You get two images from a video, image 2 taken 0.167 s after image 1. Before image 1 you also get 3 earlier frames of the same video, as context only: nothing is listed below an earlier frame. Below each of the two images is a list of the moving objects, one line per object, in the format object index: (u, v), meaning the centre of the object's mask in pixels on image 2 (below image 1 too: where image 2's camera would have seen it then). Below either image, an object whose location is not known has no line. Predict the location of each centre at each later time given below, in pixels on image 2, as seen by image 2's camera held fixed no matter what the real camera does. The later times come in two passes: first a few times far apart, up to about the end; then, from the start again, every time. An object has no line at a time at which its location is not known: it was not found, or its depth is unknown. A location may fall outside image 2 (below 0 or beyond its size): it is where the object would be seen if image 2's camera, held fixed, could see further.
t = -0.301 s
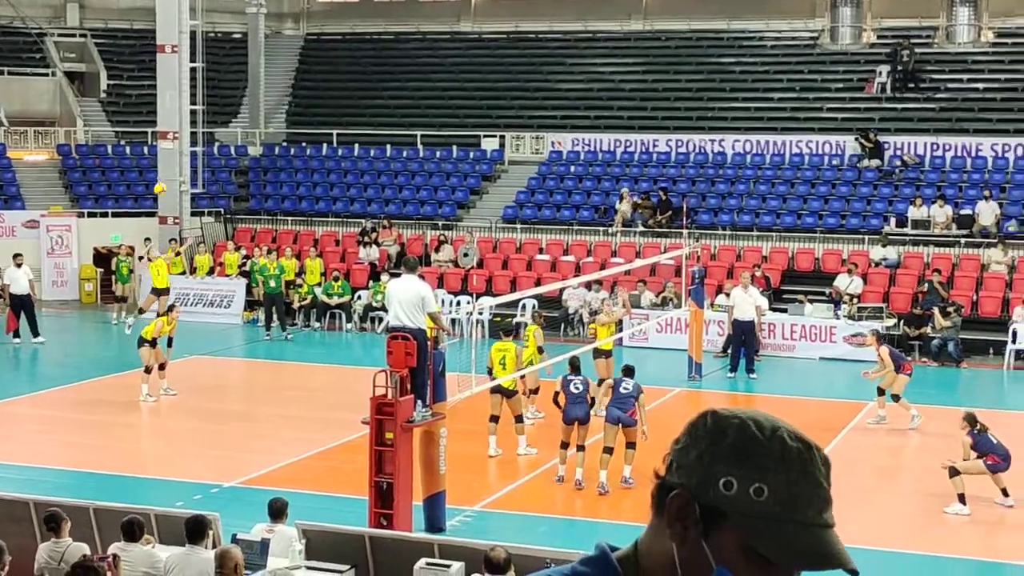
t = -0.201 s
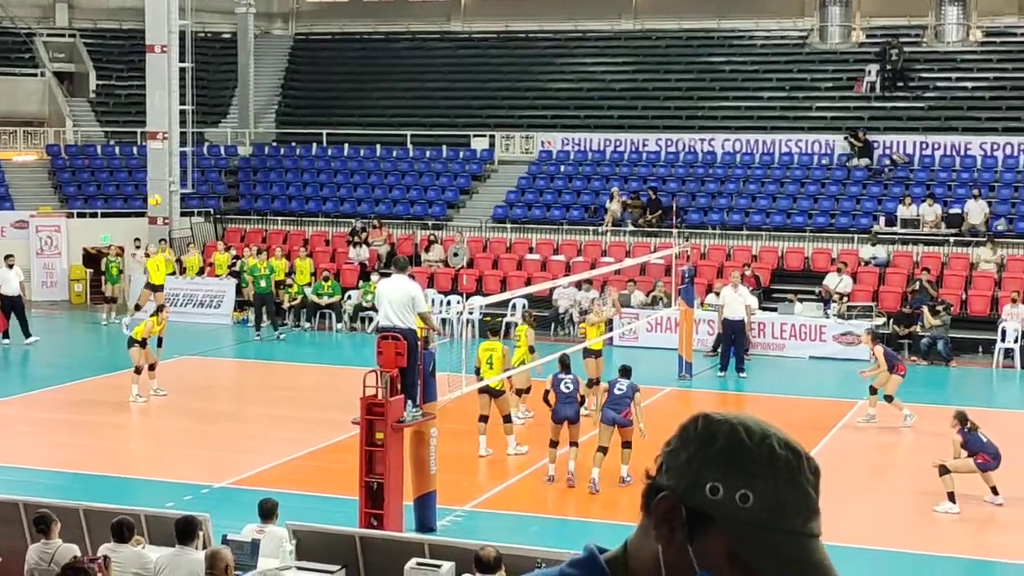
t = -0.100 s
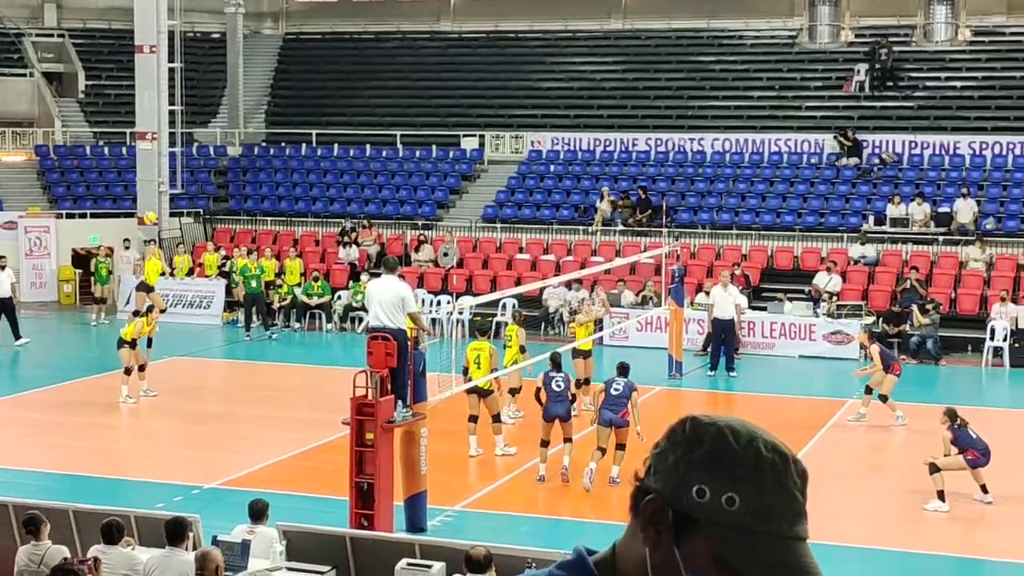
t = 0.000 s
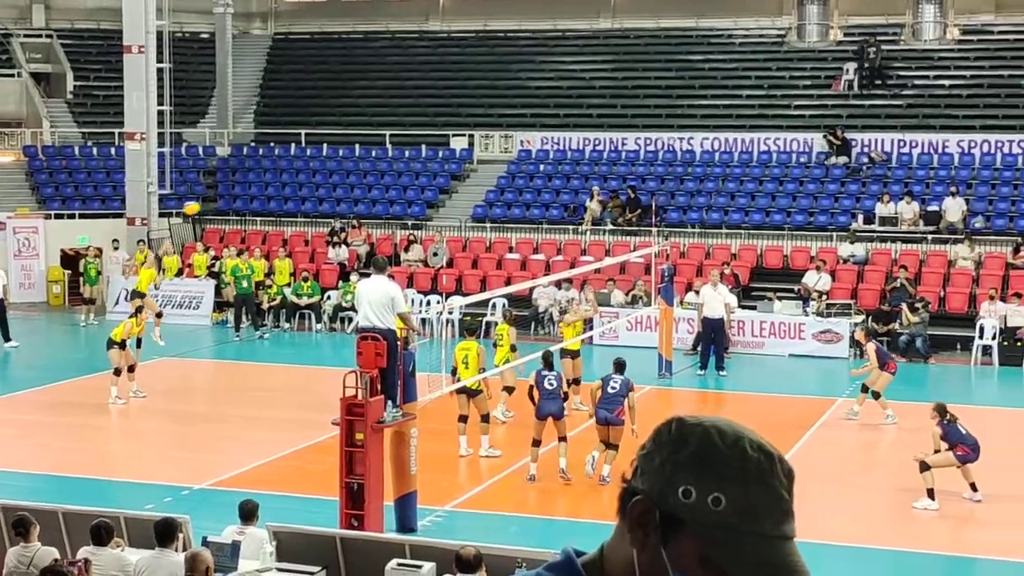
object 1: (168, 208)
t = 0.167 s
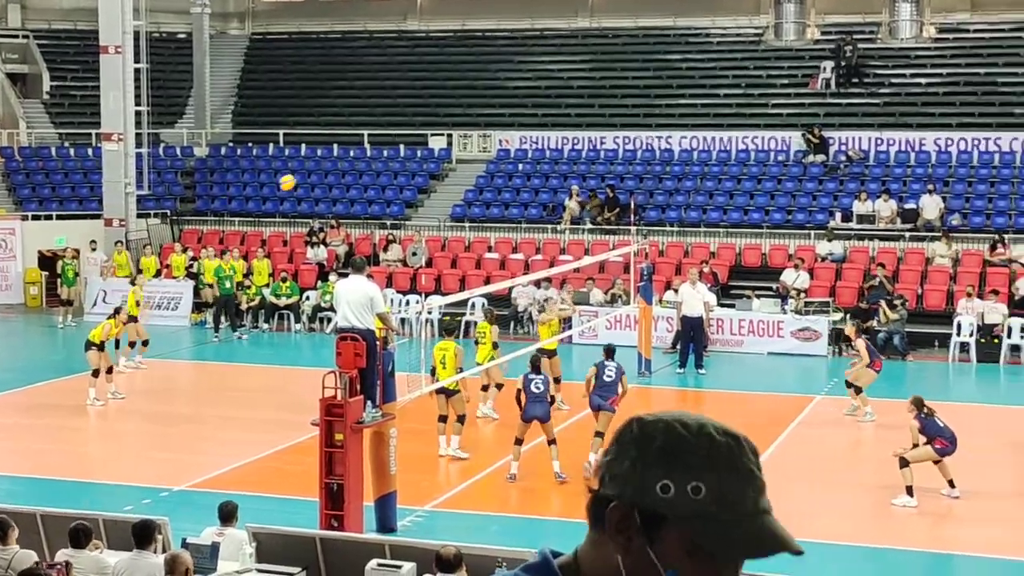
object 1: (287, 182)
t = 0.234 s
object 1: (336, 175)
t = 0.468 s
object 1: (512, 171)
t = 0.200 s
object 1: (312, 178)
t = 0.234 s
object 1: (336, 175)
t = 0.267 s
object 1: (360, 172)
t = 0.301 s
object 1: (385, 170)
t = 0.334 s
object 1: (410, 168)
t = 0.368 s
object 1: (435, 169)
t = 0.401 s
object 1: (461, 167)
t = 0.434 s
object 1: (486, 169)
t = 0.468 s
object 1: (512, 171)
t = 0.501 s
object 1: (538, 173)
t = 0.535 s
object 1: (565, 177)
